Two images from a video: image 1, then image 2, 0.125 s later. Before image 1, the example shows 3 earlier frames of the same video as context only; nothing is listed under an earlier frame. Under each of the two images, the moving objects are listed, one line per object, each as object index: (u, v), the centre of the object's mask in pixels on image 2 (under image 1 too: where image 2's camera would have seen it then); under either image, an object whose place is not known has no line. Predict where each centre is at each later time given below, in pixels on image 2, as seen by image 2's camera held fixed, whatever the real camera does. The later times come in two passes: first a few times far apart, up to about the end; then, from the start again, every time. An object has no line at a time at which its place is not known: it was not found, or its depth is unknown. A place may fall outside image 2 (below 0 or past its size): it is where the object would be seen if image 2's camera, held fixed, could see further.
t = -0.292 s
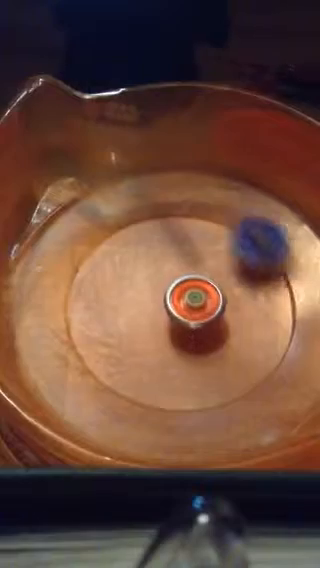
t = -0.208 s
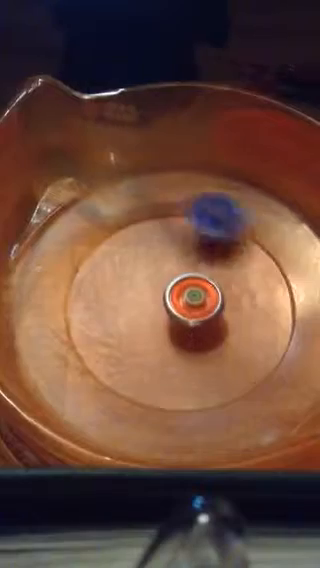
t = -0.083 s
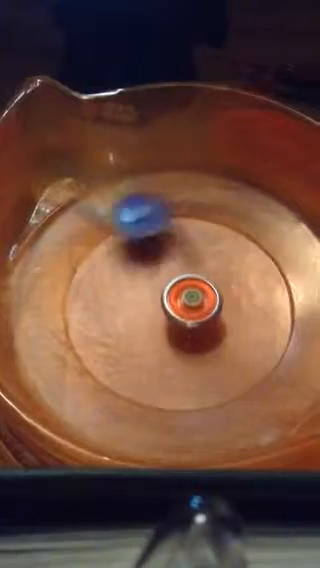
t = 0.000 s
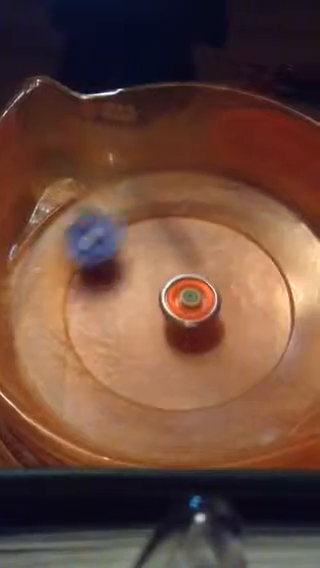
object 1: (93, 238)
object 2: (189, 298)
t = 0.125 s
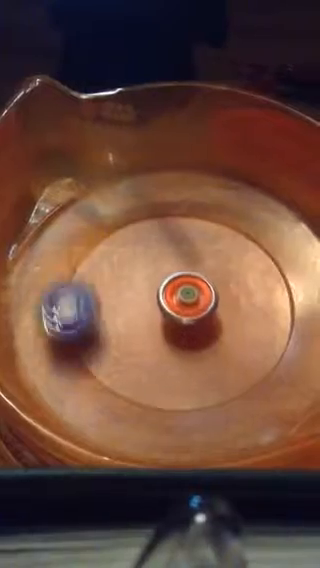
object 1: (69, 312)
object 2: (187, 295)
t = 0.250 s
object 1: (114, 379)
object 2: (185, 291)
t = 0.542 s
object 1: (281, 336)
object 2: (182, 283)
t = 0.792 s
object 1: (218, 215)
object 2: (177, 271)
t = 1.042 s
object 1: (75, 270)
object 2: (168, 262)
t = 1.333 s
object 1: (162, 389)
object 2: (151, 261)
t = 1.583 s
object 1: (279, 311)
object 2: (140, 267)
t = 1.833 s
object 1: (185, 210)
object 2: (145, 278)
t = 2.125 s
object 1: (75, 312)
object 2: (157, 287)
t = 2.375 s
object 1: (194, 382)
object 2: (169, 291)
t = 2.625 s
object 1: (283, 289)
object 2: (178, 293)
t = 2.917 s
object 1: (143, 215)
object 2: (185, 299)
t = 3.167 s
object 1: (77, 322)
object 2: (191, 305)
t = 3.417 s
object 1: (198, 389)
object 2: (196, 308)
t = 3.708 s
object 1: (281, 274)
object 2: (200, 308)
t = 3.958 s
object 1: (156, 210)
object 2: (203, 305)
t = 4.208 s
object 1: (70, 311)
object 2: (203, 299)
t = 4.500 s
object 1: (199, 391)
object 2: (198, 289)
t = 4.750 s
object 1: (280, 292)
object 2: (190, 283)
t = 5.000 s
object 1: (169, 208)
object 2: (182, 278)
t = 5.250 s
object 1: (66, 292)
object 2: (170, 268)
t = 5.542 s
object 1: (177, 383)
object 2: (154, 262)
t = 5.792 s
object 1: (273, 298)
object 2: (140, 268)
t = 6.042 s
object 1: (184, 210)
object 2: (137, 278)
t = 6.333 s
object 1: (69, 297)
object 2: (145, 286)
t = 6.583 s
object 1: (157, 388)
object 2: (156, 292)
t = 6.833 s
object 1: (277, 326)
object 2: (168, 290)
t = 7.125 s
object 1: (197, 212)
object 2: (182, 289)
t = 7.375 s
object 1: (76, 260)
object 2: (189, 291)
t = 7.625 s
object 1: (109, 376)
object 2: (197, 294)
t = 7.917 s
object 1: (262, 353)
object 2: (201, 292)
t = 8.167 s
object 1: (244, 237)
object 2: (197, 285)
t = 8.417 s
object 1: (119, 219)
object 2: (187, 284)
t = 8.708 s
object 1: (84, 346)
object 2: (178, 283)
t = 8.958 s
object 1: (209, 379)
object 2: (172, 279)
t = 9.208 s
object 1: (272, 287)
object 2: (160, 278)
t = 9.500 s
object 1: (155, 211)
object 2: (145, 279)
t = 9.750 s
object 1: (68, 289)
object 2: (139, 280)
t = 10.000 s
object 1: (143, 383)
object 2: (132, 283)
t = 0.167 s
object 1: (77, 339)
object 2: (186, 293)
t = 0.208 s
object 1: (92, 360)
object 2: (186, 293)
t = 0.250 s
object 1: (114, 379)
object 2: (185, 291)
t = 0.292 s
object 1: (141, 391)
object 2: (184, 291)
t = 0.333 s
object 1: (170, 396)
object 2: (183, 290)
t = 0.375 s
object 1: (198, 394)
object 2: (183, 289)
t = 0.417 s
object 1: (222, 386)
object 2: (183, 287)
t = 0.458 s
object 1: (247, 372)
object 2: (182, 286)
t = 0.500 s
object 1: (268, 356)
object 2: (182, 284)
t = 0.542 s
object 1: (281, 336)
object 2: (182, 283)
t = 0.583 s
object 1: (286, 314)
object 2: (182, 281)
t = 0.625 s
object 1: (283, 288)
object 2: (181, 279)
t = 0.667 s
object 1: (273, 268)
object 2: (181, 277)
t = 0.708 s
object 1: (258, 245)
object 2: (179, 275)
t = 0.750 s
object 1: (240, 227)
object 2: (178, 273)
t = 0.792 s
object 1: (218, 215)
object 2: (177, 271)
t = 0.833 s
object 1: (188, 208)
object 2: (176, 269)
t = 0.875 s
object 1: (160, 209)
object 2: (175, 267)
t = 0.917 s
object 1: (132, 216)
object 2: (173, 266)
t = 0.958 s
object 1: (110, 227)
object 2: (172, 265)
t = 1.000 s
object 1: (88, 248)
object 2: (170, 264)
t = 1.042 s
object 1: (75, 270)
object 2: (168, 262)
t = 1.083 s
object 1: (68, 294)
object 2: (165, 261)
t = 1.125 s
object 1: (69, 316)
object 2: (162, 260)
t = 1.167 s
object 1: (79, 339)
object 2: (160, 259)
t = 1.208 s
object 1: (93, 359)
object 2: (158, 258)
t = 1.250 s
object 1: (111, 373)
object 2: (155, 258)
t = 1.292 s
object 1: (136, 385)
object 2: (153, 259)
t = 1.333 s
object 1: (162, 389)
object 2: (151, 261)
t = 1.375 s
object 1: (191, 386)
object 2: (148, 261)
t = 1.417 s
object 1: (217, 379)
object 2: (146, 262)
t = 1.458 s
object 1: (240, 367)
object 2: (143, 264)
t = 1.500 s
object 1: (259, 351)
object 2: (142, 264)
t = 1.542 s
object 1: (272, 332)
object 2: (140, 266)
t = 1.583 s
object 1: (279, 311)
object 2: (140, 267)
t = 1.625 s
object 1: (278, 289)
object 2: (140, 269)
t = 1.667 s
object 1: (269, 265)
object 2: (141, 271)
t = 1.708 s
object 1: (256, 243)
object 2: (141, 273)
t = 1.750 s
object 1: (239, 226)
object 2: (142, 275)
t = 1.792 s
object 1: (217, 215)
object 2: (144, 277)
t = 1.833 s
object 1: (185, 210)
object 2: (145, 278)
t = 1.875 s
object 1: (158, 209)
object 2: (147, 280)
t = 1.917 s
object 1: (134, 216)
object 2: (148, 281)
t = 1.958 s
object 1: (109, 227)
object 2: (150, 283)
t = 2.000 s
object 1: (90, 245)
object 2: (152, 284)
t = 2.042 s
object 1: (76, 266)
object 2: (153, 285)
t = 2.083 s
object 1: (72, 290)
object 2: (155, 286)
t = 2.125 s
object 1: (75, 312)
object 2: (157, 287)
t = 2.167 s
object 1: (83, 334)
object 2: (159, 288)
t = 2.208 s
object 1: (97, 353)
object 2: (161, 289)
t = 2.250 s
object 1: (116, 368)
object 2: (163, 290)
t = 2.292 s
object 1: (140, 379)
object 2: (165, 291)
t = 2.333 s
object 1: (168, 384)
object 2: (167, 291)
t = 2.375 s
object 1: (194, 382)
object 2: (169, 291)
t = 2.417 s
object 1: (222, 376)
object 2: (170, 291)
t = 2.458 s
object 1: (243, 366)
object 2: (172, 292)
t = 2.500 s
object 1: (263, 351)
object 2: (173, 291)
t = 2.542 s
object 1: (277, 331)
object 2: (175, 292)
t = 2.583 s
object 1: (283, 312)
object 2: (176, 292)
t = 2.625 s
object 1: (283, 289)
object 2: (178, 293)
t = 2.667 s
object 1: (275, 266)
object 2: (179, 294)
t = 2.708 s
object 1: (263, 245)
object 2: (181, 295)
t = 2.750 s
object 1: (243, 227)
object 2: (182, 296)
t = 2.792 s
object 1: (217, 215)
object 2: (183, 297)
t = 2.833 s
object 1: (192, 210)
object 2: (184, 298)
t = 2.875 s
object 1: (163, 209)
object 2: (184, 299)
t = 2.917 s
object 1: (143, 215)
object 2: (185, 299)
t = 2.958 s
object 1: (117, 225)
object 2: (186, 300)
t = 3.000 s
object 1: (97, 239)
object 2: (187, 302)
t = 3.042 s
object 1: (83, 256)
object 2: (188, 302)
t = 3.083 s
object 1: (74, 278)
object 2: (189, 303)
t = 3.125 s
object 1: (72, 301)
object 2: (190, 305)
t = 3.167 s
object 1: (77, 322)
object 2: (191, 305)
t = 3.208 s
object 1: (85, 344)
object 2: (192, 306)
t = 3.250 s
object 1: (101, 364)
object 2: (193, 306)
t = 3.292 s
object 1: (121, 377)
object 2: (195, 307)
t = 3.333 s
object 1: (144, 386)
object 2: (195, 307)
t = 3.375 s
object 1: (171, 392)
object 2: (196, 308)
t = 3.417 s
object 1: (198, 389)
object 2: (196, 308)
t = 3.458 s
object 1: (224, 383)
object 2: (197, 308)
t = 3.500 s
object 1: (245, 372)
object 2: (198, 308)
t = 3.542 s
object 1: (267, 357)
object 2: (198, 309)
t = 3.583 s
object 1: (281, 339)
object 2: (199, 309)
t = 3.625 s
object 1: (287, 319)
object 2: (199, 309)
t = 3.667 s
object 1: (287, 297)
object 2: (200, 308)
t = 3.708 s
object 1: (281, 274)
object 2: (200, 308)
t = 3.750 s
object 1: (270, 255)
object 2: (201, 308)
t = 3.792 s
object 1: (252, 235)
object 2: (202, 308)
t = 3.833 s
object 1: (231, 221)
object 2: (202, 307)
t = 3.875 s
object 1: (208, 212)
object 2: (203, 307)
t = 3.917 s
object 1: (179, 208)
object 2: (203, 306)
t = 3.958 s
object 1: (156, 210)
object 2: (203, 305)
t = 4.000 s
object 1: (132, 217)
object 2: (204, 304)
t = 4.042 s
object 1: (109, 228)
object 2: (204, 304)
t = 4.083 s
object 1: (90, 243)
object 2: (204, 303)
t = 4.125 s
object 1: (77, 264)
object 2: (204, 302)
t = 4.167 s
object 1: (70, 286)
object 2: (204, 301)
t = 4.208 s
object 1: (70, 311)
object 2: (203, 299)
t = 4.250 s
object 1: (77, 330)
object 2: (202, 298)
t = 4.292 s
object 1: (85, 353)
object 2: (201, 296)
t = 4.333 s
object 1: (102, 369)
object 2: (201, 295)
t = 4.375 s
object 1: (123, 383)
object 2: (200, 294)
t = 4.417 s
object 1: (146, 391)
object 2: (199, 292)
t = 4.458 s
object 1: (173, 394)
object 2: (198, 291)
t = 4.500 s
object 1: (199, 391)
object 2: (198, 289)
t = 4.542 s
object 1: (224, 382)
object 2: (197, 289)
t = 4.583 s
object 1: (244, 370)
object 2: (195, 288)
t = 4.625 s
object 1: (264, 353)
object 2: (193, 287)
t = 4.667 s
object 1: (276, 335)
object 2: (192, 286)
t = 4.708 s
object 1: (281, 314)
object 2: (191, 284)
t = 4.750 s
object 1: (280, 292)
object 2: (190, 283)
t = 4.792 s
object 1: (273, 269)
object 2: (190, 282)
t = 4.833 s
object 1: (260, 248)
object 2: (188, 281)
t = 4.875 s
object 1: (243, 235)
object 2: (187, 280)
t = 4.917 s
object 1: (225, 219)
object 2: (185, 279)
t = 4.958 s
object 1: (198, 211)
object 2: (183, 278)
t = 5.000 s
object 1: (169, 208)
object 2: (182, 278)
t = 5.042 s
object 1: (146, 212)
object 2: (180, 276)
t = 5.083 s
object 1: (122, 220)
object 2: (178, 275)
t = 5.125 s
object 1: (102, 230)
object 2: (176, 273)
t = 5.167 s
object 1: (81, 248)
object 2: (174, 271)
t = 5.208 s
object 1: (70, 268)
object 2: (173, 270)
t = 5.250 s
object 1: (66, 292)
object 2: (170, 268)
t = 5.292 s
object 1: (67, 312)
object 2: (168, 268)
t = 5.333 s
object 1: (75, 332)
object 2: (166, 267)
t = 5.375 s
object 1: (90, 350)
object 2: (165, 265)
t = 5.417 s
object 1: (105, 367)
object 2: (163, 265)
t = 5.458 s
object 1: (127, 377)
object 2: (160, 264)
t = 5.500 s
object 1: (151, 382)
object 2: (157, 263)
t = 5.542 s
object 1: (177, 383)
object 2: (154, 262)
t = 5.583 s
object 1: (205, 377)
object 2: (152, 262)
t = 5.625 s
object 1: (226, 369)
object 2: (149, 262)
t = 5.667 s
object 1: (247, 353)
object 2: (146, 263)
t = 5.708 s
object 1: (263, 338)
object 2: (144, 264)
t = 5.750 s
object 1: (271, 320)
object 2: (142, 266)
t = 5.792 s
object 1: (273, 298)
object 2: (140, 268)
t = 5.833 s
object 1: (269, 280)
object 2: (139, 269)
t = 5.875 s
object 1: (260, 259)
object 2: (137, 271)
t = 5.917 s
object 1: (246, 239)
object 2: (136, 273)
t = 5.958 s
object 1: (230, 225)
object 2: (136, 274)
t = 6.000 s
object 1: (207, 214)
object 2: (136, 276)
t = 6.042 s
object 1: (184, 210)
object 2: (137, 278)
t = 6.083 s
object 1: (157, 210)
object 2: (137, 279)
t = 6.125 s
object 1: (137, 216)
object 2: (137, 282)
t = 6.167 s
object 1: (113, 226)
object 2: (139, 282)
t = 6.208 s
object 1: (94, 237)
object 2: (141, 283)
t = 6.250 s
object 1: (77, 257)
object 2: (142, 283)
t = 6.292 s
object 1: (70, 278)
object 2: (144, 284)
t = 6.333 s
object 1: (69, 297)
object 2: (145, 286)
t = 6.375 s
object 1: (72, 320)
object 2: (147, 286)
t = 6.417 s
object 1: (82, 338)
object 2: (149, 288)
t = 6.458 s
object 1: (94, 356)
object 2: (150, 290)
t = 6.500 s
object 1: (110, 371)
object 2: (152, 290)
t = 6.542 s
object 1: (134, 383)
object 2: (154, 291)
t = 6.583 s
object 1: (157, 388)
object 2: (156, 292)
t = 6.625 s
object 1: (183, 387)
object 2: (158, 292)
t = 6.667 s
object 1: (208, 383)
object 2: (160, 292)
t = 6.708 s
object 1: (232, 373)
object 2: (163, 292)
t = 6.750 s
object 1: (250, 359)
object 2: (165, 291)
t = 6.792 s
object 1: (266, 345)
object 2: (167, 290)
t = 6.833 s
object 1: (277, 326)
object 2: (168, 290)
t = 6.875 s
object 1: (278, 306)
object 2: (170, 289)
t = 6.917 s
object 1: (276, 284)
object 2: (173, 290)
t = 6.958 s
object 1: (268, 265)
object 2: (175, 289)
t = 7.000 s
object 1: (255, 244)
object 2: (177, 289)
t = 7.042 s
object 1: (239, 230)
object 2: (179, 289)
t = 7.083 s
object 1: (221, 219)
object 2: (180, 289)
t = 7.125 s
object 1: (197, 212)
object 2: (182, 289)
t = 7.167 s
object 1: (173, 209)
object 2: (184, 290)
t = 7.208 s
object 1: (152, 213)
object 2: (185, 289)
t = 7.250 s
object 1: (131, 218)
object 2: (186, 291)
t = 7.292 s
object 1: (108, 230)
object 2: (187, 290)
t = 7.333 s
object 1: (88, 244)
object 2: (188, 291)
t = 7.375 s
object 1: (76, 260)
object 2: (189, 291)
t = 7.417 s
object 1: (68, 280)
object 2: (190, 292)
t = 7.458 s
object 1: (66, 302)
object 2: (191, 293)
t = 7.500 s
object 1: (71, 322)
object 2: (192, 293)
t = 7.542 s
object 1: (80, 343)
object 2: (193, 293)
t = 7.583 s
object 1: (91, 361)
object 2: (195, 294)
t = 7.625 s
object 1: (109, 376)
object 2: (197, 294)
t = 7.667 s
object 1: (130, 386)
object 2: (198, 294)
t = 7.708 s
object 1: (152, 393)
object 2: (200, 293)
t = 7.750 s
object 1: (177, 395)
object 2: (200, 293)
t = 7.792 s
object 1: (201, 389)
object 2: (201, 293)
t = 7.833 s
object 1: (223, 381)
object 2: (202, 292)
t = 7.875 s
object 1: (246, 369)
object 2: (202, 293)
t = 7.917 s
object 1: (262, 353)
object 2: (201, 292)
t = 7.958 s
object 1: (274, 337)
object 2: (200, 291)
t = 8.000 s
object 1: (278, 318)
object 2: (201, 289)
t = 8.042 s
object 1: (278, 295)
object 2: (200, 289)
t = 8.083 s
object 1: (270, 271)
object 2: (200, 287)
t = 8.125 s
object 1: (259, 253)
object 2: (198, 286)
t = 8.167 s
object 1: (244, 237)
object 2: (197, 285)
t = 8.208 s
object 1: (226, 226)
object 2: (196, 284)
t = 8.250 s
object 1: (206, 216)
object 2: (194, 284)
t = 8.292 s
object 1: (184, 210)
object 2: (192, 283)
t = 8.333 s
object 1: (163, 209)
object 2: (190, 284)
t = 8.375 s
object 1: (142, 213)
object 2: (189, 284)
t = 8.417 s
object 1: (119, 219)
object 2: (187, 284)
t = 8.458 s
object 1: (99, 231)
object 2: (185, 283)
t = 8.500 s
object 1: (83, 247)
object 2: (184, 283)
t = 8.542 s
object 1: (71, 267)
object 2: (182, 284)
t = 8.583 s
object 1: (66, 286)
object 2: (181, 283)
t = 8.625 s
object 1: (67, 307)
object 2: (180, 283)
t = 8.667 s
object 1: (71, 329)
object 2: (179, 283)
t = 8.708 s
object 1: (84, 346)
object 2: (178, 283)
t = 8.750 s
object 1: (98, 363)
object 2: (177, 283)
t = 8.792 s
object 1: (116, 375)
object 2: (176, 282)
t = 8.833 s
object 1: (136, 384)
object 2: (176, 282)
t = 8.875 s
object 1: (162, 387)
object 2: (175, 281)
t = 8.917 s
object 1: (186, 386)
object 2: (174, 280)
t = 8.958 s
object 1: (209, 379)
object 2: (172, 279)
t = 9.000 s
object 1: (230, 370)
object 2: (171, 279)
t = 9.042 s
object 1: (248, 356)
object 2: (169, 278)
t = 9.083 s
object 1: (263, 341)
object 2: (167, 277)
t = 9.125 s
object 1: (271, 324)
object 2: (165, 277)
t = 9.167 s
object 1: (275, 303)
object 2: (162, 277)
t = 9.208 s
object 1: (272, 287)
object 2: (160, 278)
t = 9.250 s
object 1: (264, 267)
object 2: (157, 277)
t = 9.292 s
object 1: (253, 246)
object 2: (155, 278)
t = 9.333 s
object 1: (239, 232)
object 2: (152, 278)
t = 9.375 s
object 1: (221, 220)
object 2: (150, 278)
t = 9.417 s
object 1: (200, 213)
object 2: (148, 279)
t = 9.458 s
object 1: (178, 208)
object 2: (146, 279)
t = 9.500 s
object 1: (155, 211)
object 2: (145, 279)
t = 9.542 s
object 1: (136, 216)
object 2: (144, 279)
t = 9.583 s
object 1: (113, 225)
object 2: (143, 279)
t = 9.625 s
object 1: (96, 236)
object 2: (143, 278)
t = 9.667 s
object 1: (81, 252)
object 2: (142, 280)
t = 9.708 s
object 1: (72, 269)
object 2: (141, 280)
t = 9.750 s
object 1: (68, 289)
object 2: (139, 280)
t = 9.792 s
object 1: (70, 312)
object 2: (137, 280)
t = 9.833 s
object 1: (77, 331)
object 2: (136, 280)
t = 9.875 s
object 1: (88, 348)
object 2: (135, 280)
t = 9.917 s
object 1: (102, 364)
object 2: (134, 281)
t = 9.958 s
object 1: (122, 377)
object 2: (133, 282)
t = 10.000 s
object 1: (143, 383)
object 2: (132, 283)
